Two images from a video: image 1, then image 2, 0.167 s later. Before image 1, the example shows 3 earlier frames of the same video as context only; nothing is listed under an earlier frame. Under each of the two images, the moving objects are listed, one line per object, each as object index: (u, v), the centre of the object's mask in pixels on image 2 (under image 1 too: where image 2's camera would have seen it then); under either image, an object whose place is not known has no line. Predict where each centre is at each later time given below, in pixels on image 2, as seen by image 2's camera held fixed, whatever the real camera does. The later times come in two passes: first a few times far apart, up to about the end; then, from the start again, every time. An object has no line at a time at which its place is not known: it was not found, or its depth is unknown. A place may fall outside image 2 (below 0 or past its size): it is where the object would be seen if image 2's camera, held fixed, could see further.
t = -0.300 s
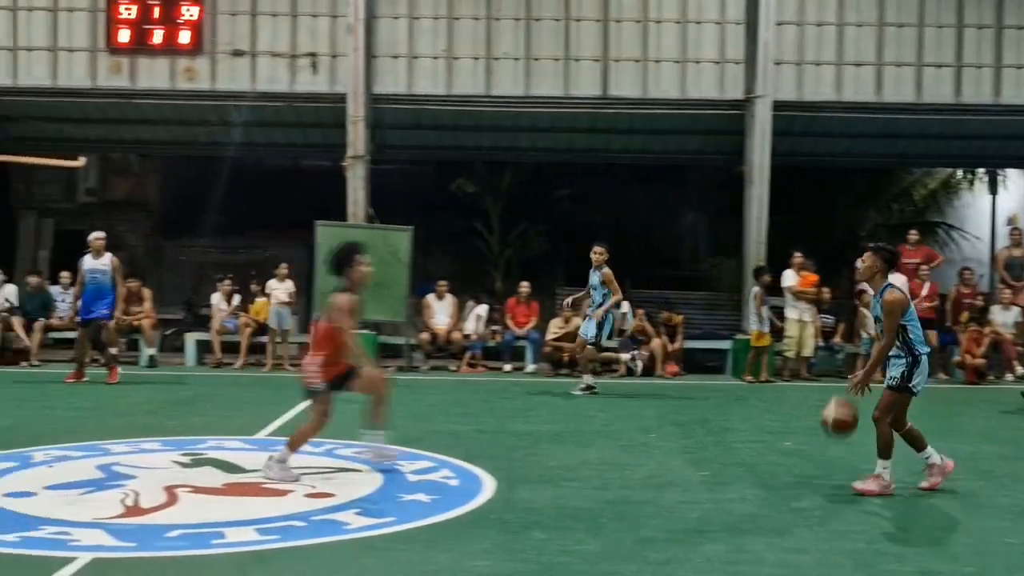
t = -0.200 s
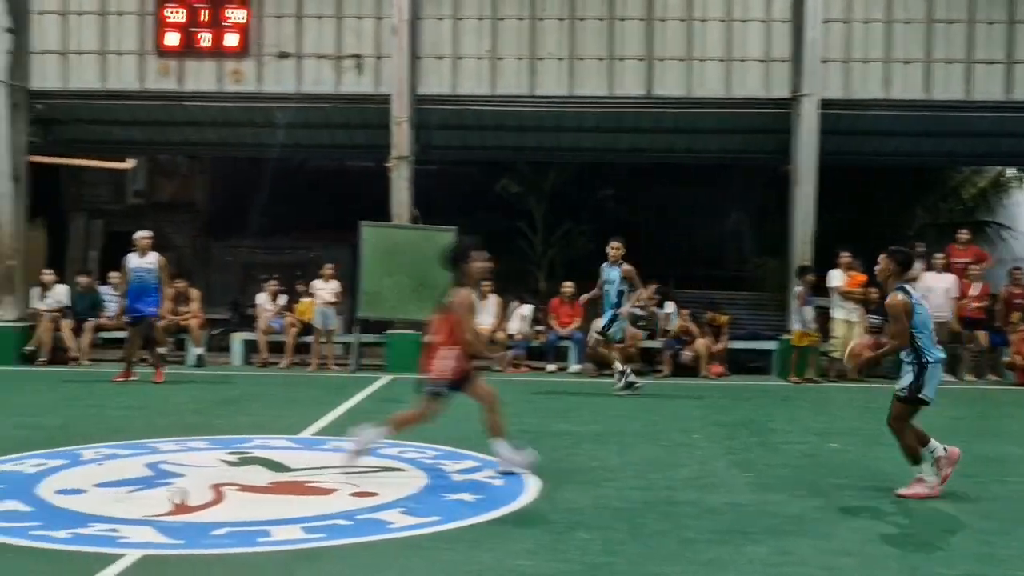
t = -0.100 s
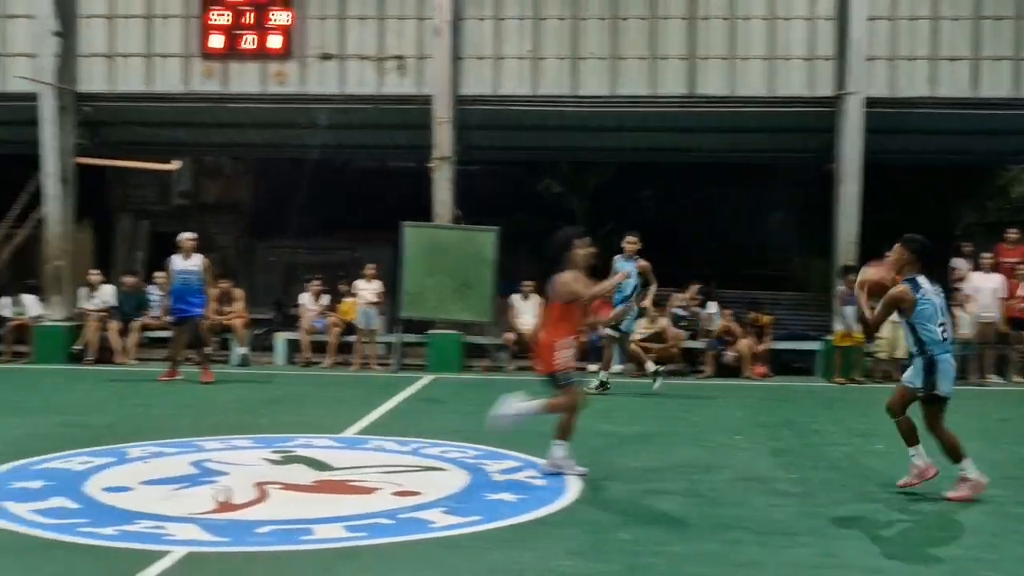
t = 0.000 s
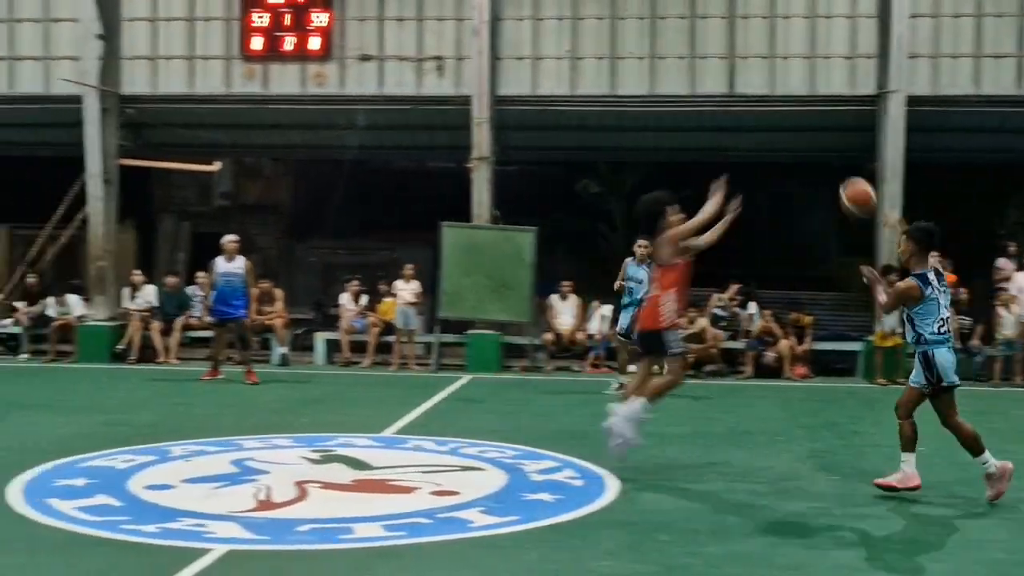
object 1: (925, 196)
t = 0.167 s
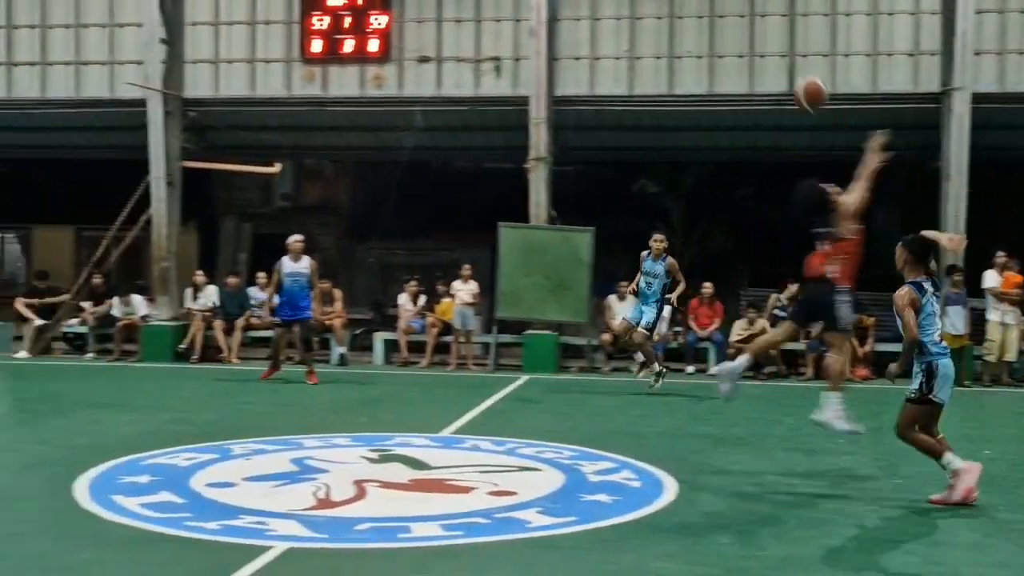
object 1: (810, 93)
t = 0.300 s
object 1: (734, 50)
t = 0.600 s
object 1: (597, 42)
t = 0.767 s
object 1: (534, 79)
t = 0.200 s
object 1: (790, 80)
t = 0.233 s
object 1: (771, 68)
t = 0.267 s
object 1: (753, 58)
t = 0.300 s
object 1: (734, 50)
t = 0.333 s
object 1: (717, 44)
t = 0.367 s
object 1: (701, 40)
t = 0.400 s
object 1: (684, 36)
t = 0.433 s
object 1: (669, 33)
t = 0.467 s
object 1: (653, 33)
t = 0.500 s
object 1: (639, 34)
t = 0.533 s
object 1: (624, 35)
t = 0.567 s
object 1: (611, 38)
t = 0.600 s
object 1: (597, 42)
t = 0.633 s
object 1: (584, 48)
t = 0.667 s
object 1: (571, 53)
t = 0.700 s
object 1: (558, 62)
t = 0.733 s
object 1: (546, 69)
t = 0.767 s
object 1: (534, 79)
